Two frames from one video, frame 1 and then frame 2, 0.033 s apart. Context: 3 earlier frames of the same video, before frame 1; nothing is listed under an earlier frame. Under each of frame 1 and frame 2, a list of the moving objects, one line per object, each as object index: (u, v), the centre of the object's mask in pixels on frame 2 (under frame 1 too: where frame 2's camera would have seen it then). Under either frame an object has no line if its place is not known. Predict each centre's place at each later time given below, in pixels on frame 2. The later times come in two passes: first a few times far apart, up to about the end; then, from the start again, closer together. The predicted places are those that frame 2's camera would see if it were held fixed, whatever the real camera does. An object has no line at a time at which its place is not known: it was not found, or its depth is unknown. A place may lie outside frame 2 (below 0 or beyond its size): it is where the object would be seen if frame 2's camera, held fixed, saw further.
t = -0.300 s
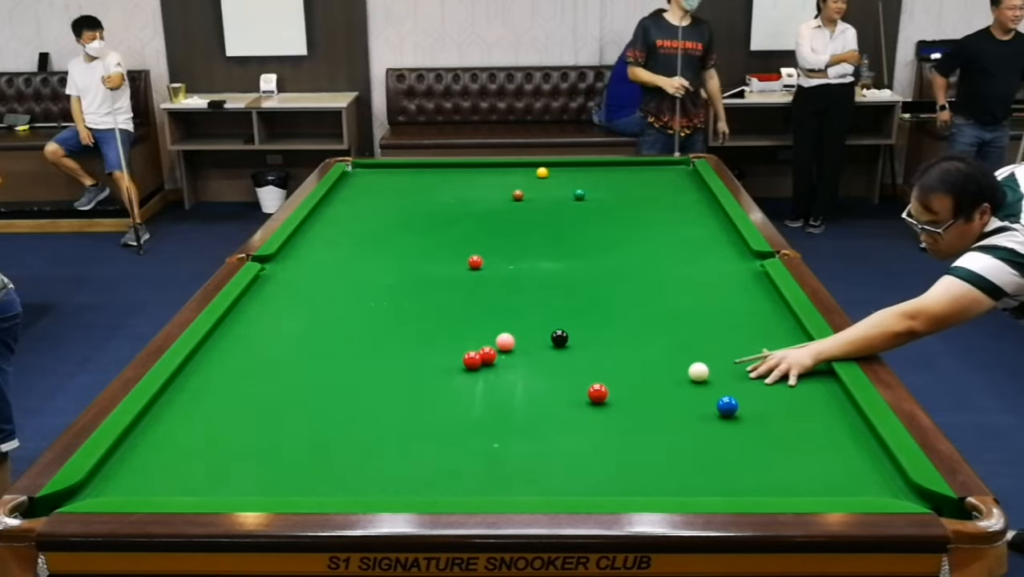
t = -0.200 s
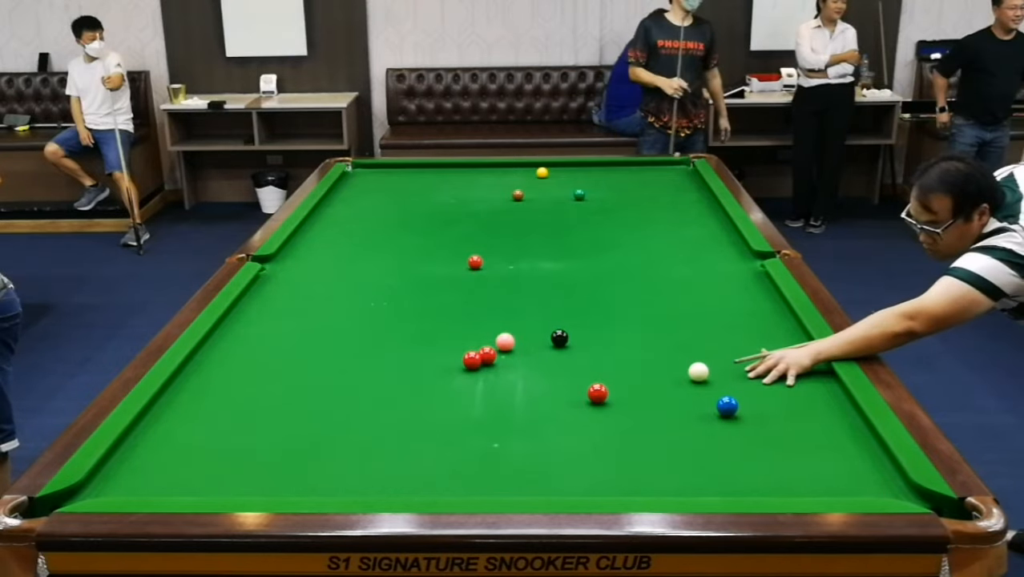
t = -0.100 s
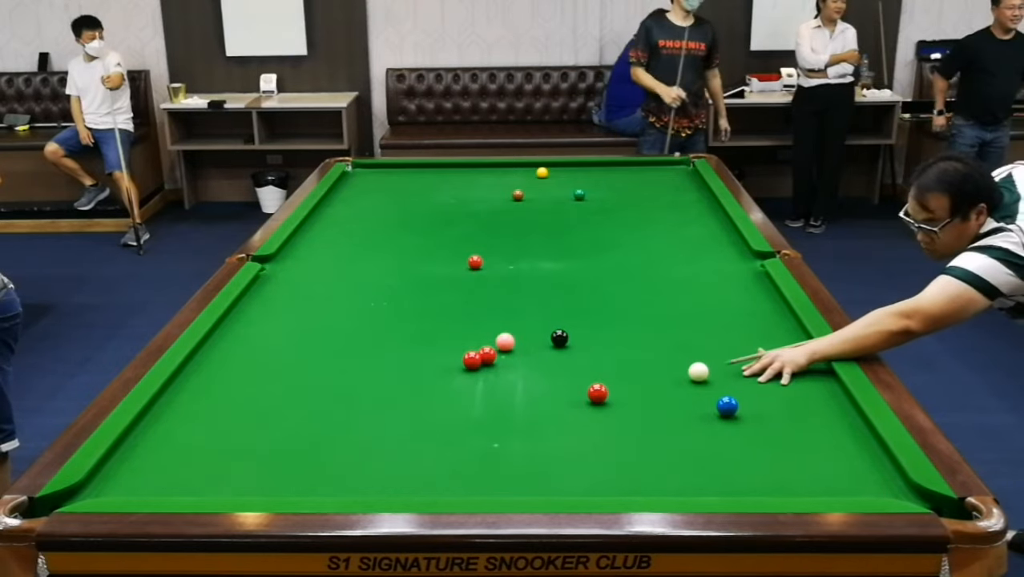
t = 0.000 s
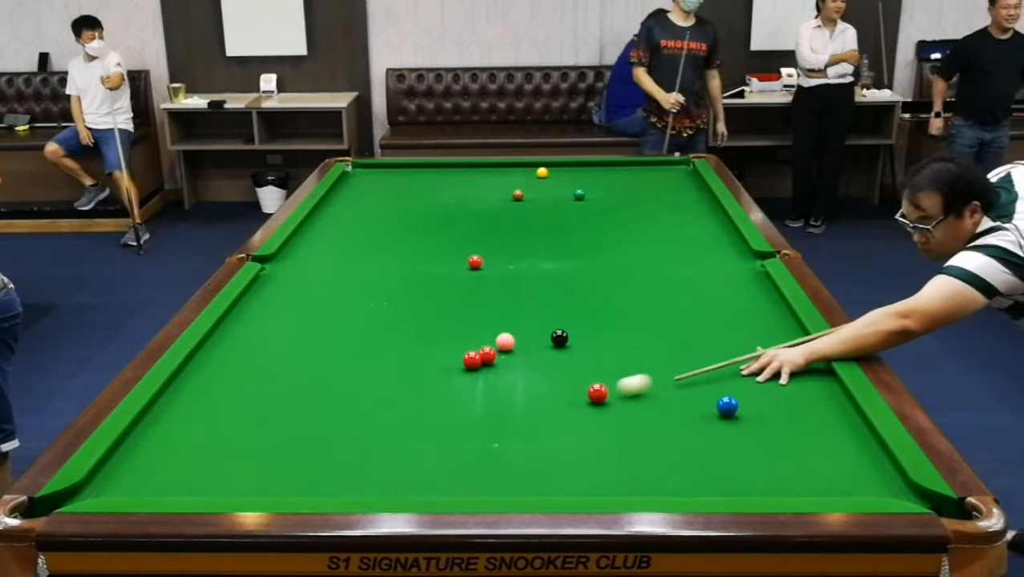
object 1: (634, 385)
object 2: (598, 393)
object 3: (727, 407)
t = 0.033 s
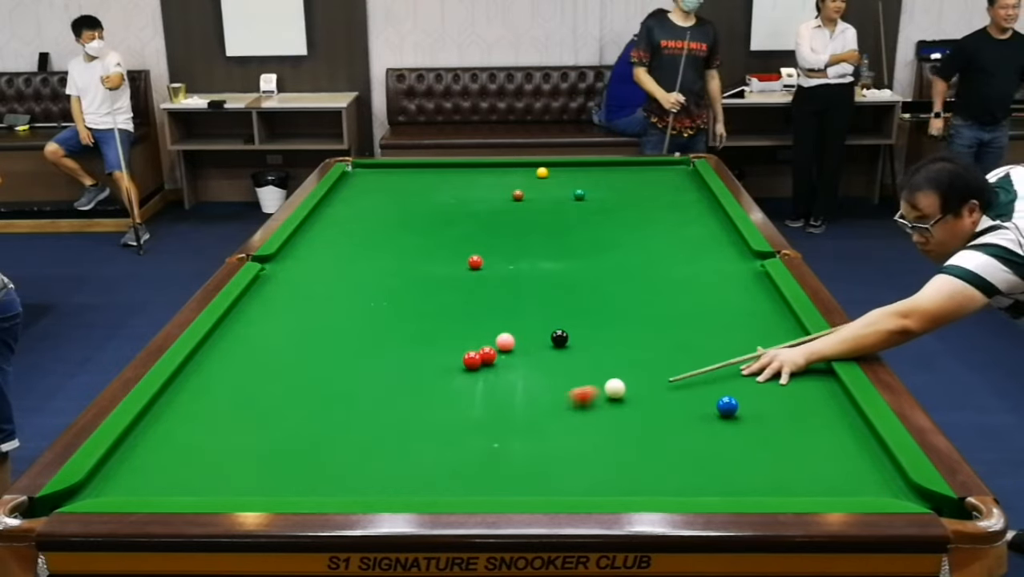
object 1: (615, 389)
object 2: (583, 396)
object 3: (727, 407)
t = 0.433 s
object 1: (587, 394)
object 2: (217, 478)
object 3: (727, 407)
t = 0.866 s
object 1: (560, 398)
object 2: (218, 468)
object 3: (727, 407)
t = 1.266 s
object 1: (539, 401)
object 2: (388, 446)
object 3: (727, 407)
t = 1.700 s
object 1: (523, 403)
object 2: (552, 424)
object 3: (727, 407)
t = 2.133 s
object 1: (512, 404)
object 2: (696, 404)
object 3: (727, 407)
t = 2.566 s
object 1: (509, 404)
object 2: (744, 379)
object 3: (800, 415)
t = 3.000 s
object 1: (510, 404)
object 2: (781, 357)
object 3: (850, 421)
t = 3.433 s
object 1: (510, 404)
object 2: (801, 339)
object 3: (811, 425)
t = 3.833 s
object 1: (510, 404)
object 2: (775, 329)
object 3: (779, 429)
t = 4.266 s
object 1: (510, 404)
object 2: (752, 321)
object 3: (750, 431)
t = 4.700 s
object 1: (510, 404)
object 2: (733, 313)
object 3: (728, 433)
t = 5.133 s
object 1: (510, 404)
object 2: (719, 307)
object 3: (711, 433)
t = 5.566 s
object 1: (510, 404)
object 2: (708, 304)
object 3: (701, 433)
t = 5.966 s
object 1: (510, 404)
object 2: (702, 301)
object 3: (695, 433)
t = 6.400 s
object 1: (510, 404)
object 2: (698, 300)
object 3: (695, 433)
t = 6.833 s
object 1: (510, 404)
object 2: (698, 299)
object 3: (695, 433)
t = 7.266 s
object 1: (510, 404)
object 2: (698, 299)
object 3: (694, 433)
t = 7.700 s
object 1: (510, 404)
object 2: (698, 299)
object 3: (695, 433)
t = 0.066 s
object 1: (614, 389)
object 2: (552, 403)
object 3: (727, 407)
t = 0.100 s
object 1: (612, 390)
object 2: (520, 410)
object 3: (727, 407)
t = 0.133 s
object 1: (609, 391)
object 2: (488, 417)
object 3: (727, 407)
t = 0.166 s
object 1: (607, 391)
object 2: (456, 424)
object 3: (727, 407)
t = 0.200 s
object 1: (604, 391)
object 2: (425, 431)
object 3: (727, 407)
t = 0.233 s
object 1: (602, 392)
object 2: (394, 438)
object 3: (727, 407)
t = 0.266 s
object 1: (599, 392)
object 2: (363, 445)
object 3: (727, 407)
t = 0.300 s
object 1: (597, 393)
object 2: (333, 452)
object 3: (727, 407)
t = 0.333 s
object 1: (595, 393)
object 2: (304, 458)
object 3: (727, 407)
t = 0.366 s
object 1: (592, 393)
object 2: (274, 465)
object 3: (727, 407)
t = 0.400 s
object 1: (590, 394)
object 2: (245, 471)
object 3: (727, 407)
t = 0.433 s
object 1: (587, 394)
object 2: (217, 478)
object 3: (727, 407)
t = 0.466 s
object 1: (585, 394)
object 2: (188, 483)
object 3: (727, 407)
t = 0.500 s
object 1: (583, 394)
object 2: (159, 487)
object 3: (727, 407)
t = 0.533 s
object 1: (581, 395)
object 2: (129, 491)
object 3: (727, 407)
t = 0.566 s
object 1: (578, 395)
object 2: (113, 488)
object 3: (727, 407)
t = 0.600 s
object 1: (576, 395)
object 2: (98, 485)
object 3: (727, 407)
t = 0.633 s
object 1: (574, 396)
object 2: (99, 483)
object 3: (727, 406)
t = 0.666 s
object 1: (572, 396)
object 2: (121, 480)
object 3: (727, 406)
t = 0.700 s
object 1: (570, 396)
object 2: (140, 478)
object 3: (727, 406)
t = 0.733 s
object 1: (568, 397)
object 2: (157, 476)
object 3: (727, 407)
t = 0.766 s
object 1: (566, 397)
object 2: (173, 474)
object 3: (727, 406)
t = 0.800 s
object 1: (564, 397)
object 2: (189, 472)
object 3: (727, 407)
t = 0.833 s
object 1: (562, 398)
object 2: (204, 470)
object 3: (727, 407)
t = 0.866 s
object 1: (560, 398)
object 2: (218, 468)
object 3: (727, 407)
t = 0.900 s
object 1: (558, 398)
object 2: (233, 466)
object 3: (727, 407)
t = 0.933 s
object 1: (556, 398)
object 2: (248, 464)
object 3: (727, 407)
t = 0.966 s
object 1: (554, 398)
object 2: (263, 462)
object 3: (727, 407)
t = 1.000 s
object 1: (553, 399)
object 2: (277, 461)
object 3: (727, 407)
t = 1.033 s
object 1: (551, 399)
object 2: (292, 459)
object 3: (727, 407)
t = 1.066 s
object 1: (549, 399)
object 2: (306, 457)
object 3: (727, 407)
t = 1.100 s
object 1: (547, 400)
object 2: (320, 455)
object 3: (727, 407)
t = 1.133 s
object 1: (546, 400)
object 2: (334, 453)
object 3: (727, 407)
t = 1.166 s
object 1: (544, 400)
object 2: (348, 451)
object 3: (727, 407)
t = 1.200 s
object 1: (542, 400)
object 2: (361, 449)
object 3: (727, 407)
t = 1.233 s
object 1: (541, 401)
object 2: (375, 447)
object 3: (727, 407)
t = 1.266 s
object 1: (539, 401)
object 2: (388, 446)
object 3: (727, 407)
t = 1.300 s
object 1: (538, 401)
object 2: (402, 444)
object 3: (727, 407)
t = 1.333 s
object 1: (536, 401)
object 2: (415, 442)
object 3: (727, 407)
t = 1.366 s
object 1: (535, 401)
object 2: (428, 440)
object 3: (727, 407)
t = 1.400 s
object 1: (534, 402)
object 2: (441, 439)
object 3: (727, 407)
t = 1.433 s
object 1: (532, 402)
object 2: (454, 436)
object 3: (727, 407)
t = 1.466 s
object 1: (531, 402)
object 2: (467, 435)
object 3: (727, 407)
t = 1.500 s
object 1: (530, 402)
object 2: (480, 433)
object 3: (727, 407)
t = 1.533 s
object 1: (529, 402)
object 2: (492, 431)
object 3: (727, 407)
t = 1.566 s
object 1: (527, 402)
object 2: (504, 430)
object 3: (727, 407)
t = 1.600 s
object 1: (526, 402)
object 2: (516, 428)
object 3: (727, 407)
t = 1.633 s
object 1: (525, 402)
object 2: (528, 426)
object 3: (727, 407)
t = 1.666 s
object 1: (524, 403)
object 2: (540, 425)
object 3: (727, 407)
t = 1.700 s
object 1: (523, 403)
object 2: (552, 424)
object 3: (727, 407)
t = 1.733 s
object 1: (522, 403)
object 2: (563, 422)
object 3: (727, 407)
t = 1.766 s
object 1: (521, 403)
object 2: (576, 420)
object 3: (727, 407)
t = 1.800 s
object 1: (520, 403)
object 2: (587, 419)
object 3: (727, 407)
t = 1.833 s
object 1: (519, 403)
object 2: (598, 417)
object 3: (727, 407)
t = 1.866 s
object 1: (518, 403)
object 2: (609, 416)
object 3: (727, 407)
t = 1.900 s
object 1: (517, 404)
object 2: (620, 415)
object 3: (727, 407)
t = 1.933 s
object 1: (516, 404)
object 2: (632, 413)
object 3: (727, 407)
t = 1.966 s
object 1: (515, 404)
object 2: (643, 411)
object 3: (727, 407)
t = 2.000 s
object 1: (515, 404)
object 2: (653, 410)
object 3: (727, 407)
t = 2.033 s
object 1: (514, 404)
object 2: (664, 409)
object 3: (727, 406)
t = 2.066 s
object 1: (513, 404)
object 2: (675, 407)
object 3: (727, 406)
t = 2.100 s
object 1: (513, 404)
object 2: (685, 406)
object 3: (727, 406)
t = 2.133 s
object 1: (512, 404)
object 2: (696, 404)
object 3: (727, 407)
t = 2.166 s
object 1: (512, 404)
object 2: (705, 403)
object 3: (728, 406)
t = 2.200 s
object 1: (511, 404)
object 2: (708, 401)
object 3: (735, 407)
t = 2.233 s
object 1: (511, 404)
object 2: (711, 399)
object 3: (742, 408)
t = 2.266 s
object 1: (510, 404)
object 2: (715, 397)
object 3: (748, 409)
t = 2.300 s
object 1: (510, 404)
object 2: (718, 395)
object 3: (754, 409)
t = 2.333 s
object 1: (510, 404)
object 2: (722, 393)
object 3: (760, 410)
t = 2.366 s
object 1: (509, 404)
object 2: (725, 390)
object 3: (766, 411)
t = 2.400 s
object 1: (509, 405)
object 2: (728, 389)
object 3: (772, 412)
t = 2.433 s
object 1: (509, 405)
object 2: (732, 387)
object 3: (777, 412)
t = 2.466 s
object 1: (509, 405)
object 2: (735, 385)
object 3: (783, 413)
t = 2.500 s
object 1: (509, 405)
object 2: (738, 383)
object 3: (789, 413)
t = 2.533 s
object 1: (509, 404)
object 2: (741, 381)
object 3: (795, 414)
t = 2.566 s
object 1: (509, 404)
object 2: (744, 379)
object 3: (800, 415)
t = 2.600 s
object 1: (509, 405)
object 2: (747, 378)
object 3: (806, 415)
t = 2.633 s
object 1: (510, 404)
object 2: (750, 376)
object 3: (811, 416)
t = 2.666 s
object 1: (510, 404)
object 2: (753, 374)
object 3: (817, 416)
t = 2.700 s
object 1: (510, 404)
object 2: (756, 372)
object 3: (822, 417)
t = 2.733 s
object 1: (510, 404)
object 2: (759, 370)
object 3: (828, 418)
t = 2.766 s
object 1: (510, 404)
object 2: (762, 369)
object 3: (834, 418)
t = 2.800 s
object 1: (510, 404)
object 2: (765, 367)
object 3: (839, 419)
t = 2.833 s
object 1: (510, 404)
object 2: (768, 365)
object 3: (844, 419)
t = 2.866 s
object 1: (510, 404)
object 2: (770, 364)
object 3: (849, 420)
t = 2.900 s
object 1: (510, 404)
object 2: (773, 362)
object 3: (855, 420)
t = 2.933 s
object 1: (510, 404)
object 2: (775, 361)
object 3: (856, 420)
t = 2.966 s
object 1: (510, 404)
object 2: (778, 359)
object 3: (853, 421)
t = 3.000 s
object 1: (510, 404)
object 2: (781, 357)
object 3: (850, 421)
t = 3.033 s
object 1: (510, 404)
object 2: (783, 356)
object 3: (847, 422)
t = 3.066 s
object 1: (510, 404)
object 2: (785, 354)
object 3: (843, 422)
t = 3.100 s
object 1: (510, 404)
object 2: (788, 353)
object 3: (840, 422)
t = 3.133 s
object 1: (510, 404)
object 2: (790, 351)
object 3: (837, 423)
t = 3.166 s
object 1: (510, 404)
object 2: (792, 350)
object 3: (834, 423)
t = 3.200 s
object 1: (510, 404)
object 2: (794, 348)
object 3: (831, 424)
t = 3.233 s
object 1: (510, 404)
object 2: (797, 347)
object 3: (828, 424)
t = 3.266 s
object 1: (510, 404)
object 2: (799, 345)
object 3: (825, 424)
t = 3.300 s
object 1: (510, 404)
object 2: (801, 344)
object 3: (822, 424)
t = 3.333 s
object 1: (510, 404)
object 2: (804, 342)
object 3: (819, 424)
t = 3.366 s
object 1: (510, 404)
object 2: (805, 341)
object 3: (816, 425)
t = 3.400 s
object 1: (510, 404)
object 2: (803, 340)
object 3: (813, 425)
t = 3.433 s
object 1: (510, 404)
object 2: (801, 339)
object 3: (811, 425)
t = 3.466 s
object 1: (510, 404)
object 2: (799, 338)
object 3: (808, 426)
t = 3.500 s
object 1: (510, 404)
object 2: (796, 338)
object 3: (805, 426)
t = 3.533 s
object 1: (510, 404)
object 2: (794, 337)
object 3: (802, 426)
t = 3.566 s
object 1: (510, 404)
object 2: (792, 336)
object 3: (800, 427)
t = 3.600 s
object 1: (510, 404)
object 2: (790, 335)
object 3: (797, 427)
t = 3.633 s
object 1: (510, 404)
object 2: (787, 334)
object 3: (794, 427)
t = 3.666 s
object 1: (510, 404)
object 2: (785, 333)
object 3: (792, 427)
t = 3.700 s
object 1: (510, 404)
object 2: (783, 333)
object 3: (789, 428)
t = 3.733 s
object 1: (510, 404)
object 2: (781, 332)
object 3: (787, 428)
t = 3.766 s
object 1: (510, 404)
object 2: (779, 331)
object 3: (784, 428)
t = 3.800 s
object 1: (510, 404)
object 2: (777, 330)
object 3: (781, 428)
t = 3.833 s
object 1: (510, 404)
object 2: (775, 329)
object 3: (779, 429)
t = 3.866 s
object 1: (510, 404)
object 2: (773, 329)
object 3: (777, 429)
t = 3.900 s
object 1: (510, 404)
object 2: (771, 328)
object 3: (774, 429)
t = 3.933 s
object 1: (510, 404)
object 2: (769, 327)
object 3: (772, 429)
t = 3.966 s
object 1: (510, 404)
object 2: (767, 327)
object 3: (770, 429)
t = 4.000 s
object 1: (510, 404)
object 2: (765, 326)
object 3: (767, 429)
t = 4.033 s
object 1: (510, 404)
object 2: (764, 325)
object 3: (765, 430)
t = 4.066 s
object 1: (510, 404)
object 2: (762, 324)
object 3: (763, 430)
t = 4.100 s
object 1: (510, 404)
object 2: (760, 324)
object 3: (761, 430)
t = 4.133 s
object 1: (510, 404)
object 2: (759, 323)
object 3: (759, 430)
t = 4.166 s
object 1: (510, 404)
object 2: (757, 322)
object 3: (756, 430)
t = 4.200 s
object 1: (510, 404)
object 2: (755, 322)
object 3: (754, 431)
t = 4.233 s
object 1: (510, 404)
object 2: (753, 321)
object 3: (753, 431)
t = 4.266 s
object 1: (510, 404)
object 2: (752, 321)
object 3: (750, 431)
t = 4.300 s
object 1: (510, 404)
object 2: (750, 320)
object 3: (749, 431)
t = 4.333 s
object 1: (510, 404)
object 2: (748, 319)
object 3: (747, 431)
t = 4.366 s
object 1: (510, 404)
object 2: (747, 318)
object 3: (745, 431)
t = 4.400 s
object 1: (510, 404)
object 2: (745, 318)
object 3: (743, 431)
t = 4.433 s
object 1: (510, 404)
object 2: (744, 318)
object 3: (741, 432)
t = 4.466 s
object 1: (510, 404)
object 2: (743, 317)
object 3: (739, 432)
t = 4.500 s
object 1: (510, 404)
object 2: (741, 317)
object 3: (737, 432)
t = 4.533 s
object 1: (510, 404)
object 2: (740, 316)
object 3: (735, 432)
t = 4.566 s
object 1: (510, 404)
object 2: (738, 315)
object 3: (734, 432)
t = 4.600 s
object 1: (510, 404)
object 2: (737, 315)
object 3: (732, 432)
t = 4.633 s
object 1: (510, 404)
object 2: (735, 314)
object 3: (731, 432)
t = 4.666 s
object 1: (510, 404)
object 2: (734, 314)
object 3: (729, 432)
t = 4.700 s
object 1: (510, 404)
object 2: (733, 313)
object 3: (728, 433)
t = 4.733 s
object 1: (510, 404)
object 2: (732, 313)
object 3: (726, 433)
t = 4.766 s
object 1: (510, 404)
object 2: (731, 312)
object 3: (725, 433)
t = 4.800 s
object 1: (510, 404)
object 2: (729, 312)
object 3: (723, 433)
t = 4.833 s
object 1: (510, 404)
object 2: (728, 311)
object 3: (722, 433)
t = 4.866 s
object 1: (510, 404)
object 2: (727, 311)
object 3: (721, 433)
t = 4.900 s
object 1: (510, 404)
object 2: (726, 310)
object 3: (719, 433)
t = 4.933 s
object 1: (510, 404)
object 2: (725, 310)
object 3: (718, 433)
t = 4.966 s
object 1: (510, 404)
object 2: (724, 310)
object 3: (717, 433)
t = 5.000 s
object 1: (510, 404)
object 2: (723, 309)
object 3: (715, 433)
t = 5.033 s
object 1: (510, 404)
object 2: (722, 309)
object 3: (714, 433)
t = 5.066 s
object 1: (510, 404)
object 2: (721, 308)
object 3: (713, 433)
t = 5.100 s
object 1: (510, 404)
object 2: (720, 308)
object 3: (712, 433)
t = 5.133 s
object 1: (510, 404)
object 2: (719, 307)
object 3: (711, 433)
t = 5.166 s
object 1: (510, 404)
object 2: (718, 307)
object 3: (710, 433)
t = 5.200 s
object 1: (510, 404)
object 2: (717, 307)
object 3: (709, 433)
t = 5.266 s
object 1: (510, 404)
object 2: (716, 307)
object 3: (708, 433)
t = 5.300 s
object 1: (510, 404)
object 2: (715, 306)
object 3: (707, 433)
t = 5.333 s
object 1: (510, 404)
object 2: (714, 306)
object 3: (706, 433)
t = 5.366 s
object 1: (510, 404)
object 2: (713, 306)
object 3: (705, 433)
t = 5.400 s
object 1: (510, 404)
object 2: (712, 305)
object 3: (704, 433)
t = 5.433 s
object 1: (510, 404)
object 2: (712, 305)
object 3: (704, 433)
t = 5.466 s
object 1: (510, 404)
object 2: (711, 305)
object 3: (703, 433)
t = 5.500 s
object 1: (510, 404)
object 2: (710, 304)
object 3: (702, 433)
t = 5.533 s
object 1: (510, 404)
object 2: (709, 304)
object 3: (701, 433)
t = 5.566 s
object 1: (510, 404)
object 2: (708, 304)
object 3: (701, 433)
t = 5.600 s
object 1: (510, 404)
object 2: (708, 304)
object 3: (700, 433)
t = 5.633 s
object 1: (510, 404)
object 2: (707, 303)
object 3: (700, 433)
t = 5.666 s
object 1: (510, 404)
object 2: (706, 303)
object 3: (699, 433)
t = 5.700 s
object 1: (510, 404)
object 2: (706, 303)
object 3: (699, 433)
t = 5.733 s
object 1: (510, 404)
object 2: (705, 303)
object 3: (698, 433)
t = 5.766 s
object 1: (510, 404)
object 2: (705, 303)
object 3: (697, 433)
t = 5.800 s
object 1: (510, 404)
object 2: (704, 302)
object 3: (697, 433)
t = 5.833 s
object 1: (510, 404)
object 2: (704, 302)
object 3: (697, 433)
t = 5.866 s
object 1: (510, 404)
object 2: (704, 302)
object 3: (696, 433)
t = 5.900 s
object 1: (510, 404)
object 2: (703, 302)
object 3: (696, 433)
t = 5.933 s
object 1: (510, 404)
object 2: (703, 301)
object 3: (696, 433)
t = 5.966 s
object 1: (510, 404)
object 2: (702, 301)
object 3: (695, 433)
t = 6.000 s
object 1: (510, 404)
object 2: (701, 301)
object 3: (695, 433)
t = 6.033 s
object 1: (510, 404)
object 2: (701, 301)
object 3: (695, 433)
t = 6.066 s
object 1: (510, 404)
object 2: (701, 301)
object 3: (695, 433)
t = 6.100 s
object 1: (510, 404)
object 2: (700, 301)
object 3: (695, 433)
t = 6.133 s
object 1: (510, 404)
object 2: (700, 300)
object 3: (695, 433)
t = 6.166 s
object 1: (510, 404)
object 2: (700, 300)
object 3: (694, 433)
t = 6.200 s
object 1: (510, 404)
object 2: (699, 300)
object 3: (695, 432)
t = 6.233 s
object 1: (510, 404)
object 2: (699, 300)
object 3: (694, 433)
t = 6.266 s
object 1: (510, 404)
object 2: (699, 300)
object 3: (694, 433)
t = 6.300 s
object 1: (510, 404)
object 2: (698, 300)
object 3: (694, 433)
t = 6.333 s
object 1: (510, 404)
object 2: (698, 300)
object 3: (695, 433)
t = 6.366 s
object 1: (510, 404)
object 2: (698, 300)
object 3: (695, 433)
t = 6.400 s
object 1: (510, 404)
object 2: (698, 300)
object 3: (695, 433)
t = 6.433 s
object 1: (510, 404)
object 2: (697, 300)
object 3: (695, 433)
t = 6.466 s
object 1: (510, 404)
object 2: (697, 300)
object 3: (695, 433)
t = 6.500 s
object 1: (510, 404)
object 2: (697, 300)
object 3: (695, 433)
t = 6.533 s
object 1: (510, 404)
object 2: (697, 300)
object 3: (695, 433)
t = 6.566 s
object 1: (510, 404)
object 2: (697, 300)
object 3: (695, 433)
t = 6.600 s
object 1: (510, 404)
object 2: (697, 300)
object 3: (695, 433)
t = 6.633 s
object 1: (510, 404)
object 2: (698, 299)
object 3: (694, 433)
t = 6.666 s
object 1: (510, 404)
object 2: (698, 299)
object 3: (695, 433)
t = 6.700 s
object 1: (510, 404)
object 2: (698, 300)
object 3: (695, 433)
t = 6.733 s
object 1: (510, 404)
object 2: (698, 300)
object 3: (695, 433)
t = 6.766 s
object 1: (510, 404)
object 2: (698, 299)
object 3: (694, 433)
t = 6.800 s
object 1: (510, 404)
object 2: (698, 299)
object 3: (695, 433)
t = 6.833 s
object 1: (510, 404)
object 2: (698, 299)
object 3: (695, 433)
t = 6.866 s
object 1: (510, 404)
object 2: (698, 299)
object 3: (695, 433)
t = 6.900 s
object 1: (510, 404)
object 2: (698, 299)
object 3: (695, 433)
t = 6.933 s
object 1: (510, 404)
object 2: (698, 299)
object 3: (695, 433)
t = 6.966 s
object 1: (510, 404)
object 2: (698, 299)
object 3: (695, 433)
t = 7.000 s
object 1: (510, 404)
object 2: (697, 299)
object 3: (695, 433)
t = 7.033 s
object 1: (510, 404)
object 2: (698, 299)
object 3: (695, 433)
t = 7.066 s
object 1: (510, 404)
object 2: (698, 299)
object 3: (694, 433)
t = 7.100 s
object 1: (510, 404)
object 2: (698, 299)
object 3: (694, 433)
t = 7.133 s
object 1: (510, 404)
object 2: (698, 299)
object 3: (695, 433)
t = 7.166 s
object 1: (510, 404)
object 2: (698, 299)
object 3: (695, 433)
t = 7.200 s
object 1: (510, 404)
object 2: (698, 299)
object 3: (695, 433)
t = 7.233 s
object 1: (510, 404)
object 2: (698, 299)
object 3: (695, 433)
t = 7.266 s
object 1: (510, 404)
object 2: (698, 299)
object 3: (694, 433)
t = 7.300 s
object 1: (510, 404)
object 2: (698, 299)
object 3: (695, 433)
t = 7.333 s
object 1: (510, 404)
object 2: (698, 299)
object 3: (694, 433)
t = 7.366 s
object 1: (510, 404)
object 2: (698, 299)
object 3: (695, 433)
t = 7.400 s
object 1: (510, 404)
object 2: (698, 299)
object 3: (694, 433)
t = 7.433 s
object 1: (510, 404)
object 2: (698, 299)
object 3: (694, 433)
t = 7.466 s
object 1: (510, 404)
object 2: (698, 299)
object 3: (694, 433)
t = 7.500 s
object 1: (510, 404)
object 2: (698, 299)
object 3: (695, 433)
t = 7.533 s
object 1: (510, 404)
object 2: (698, 299)
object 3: (695, 433)
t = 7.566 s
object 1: (510, 404)
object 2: (698, 299)
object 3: (695, 433)
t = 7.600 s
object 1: (510, 404)
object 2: (698, 299)
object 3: (695, 433)
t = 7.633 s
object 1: (510, 404)
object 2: (698, 299)
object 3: (695, 433)
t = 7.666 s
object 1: (510, 404)
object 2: (698, 299)
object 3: (695, 433)
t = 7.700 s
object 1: (510, 404)
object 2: (698, 299)
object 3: (695, 433)
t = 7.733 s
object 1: (510, 404)
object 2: (698, 299)
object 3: (695, 433)
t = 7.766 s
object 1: (510, 404)
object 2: (698, 299)
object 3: (695, 433)
